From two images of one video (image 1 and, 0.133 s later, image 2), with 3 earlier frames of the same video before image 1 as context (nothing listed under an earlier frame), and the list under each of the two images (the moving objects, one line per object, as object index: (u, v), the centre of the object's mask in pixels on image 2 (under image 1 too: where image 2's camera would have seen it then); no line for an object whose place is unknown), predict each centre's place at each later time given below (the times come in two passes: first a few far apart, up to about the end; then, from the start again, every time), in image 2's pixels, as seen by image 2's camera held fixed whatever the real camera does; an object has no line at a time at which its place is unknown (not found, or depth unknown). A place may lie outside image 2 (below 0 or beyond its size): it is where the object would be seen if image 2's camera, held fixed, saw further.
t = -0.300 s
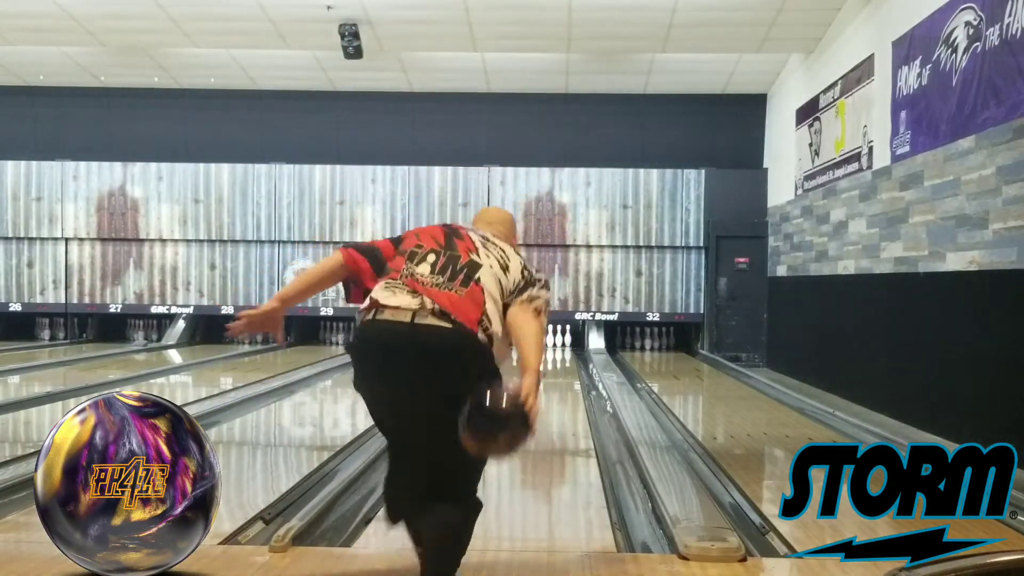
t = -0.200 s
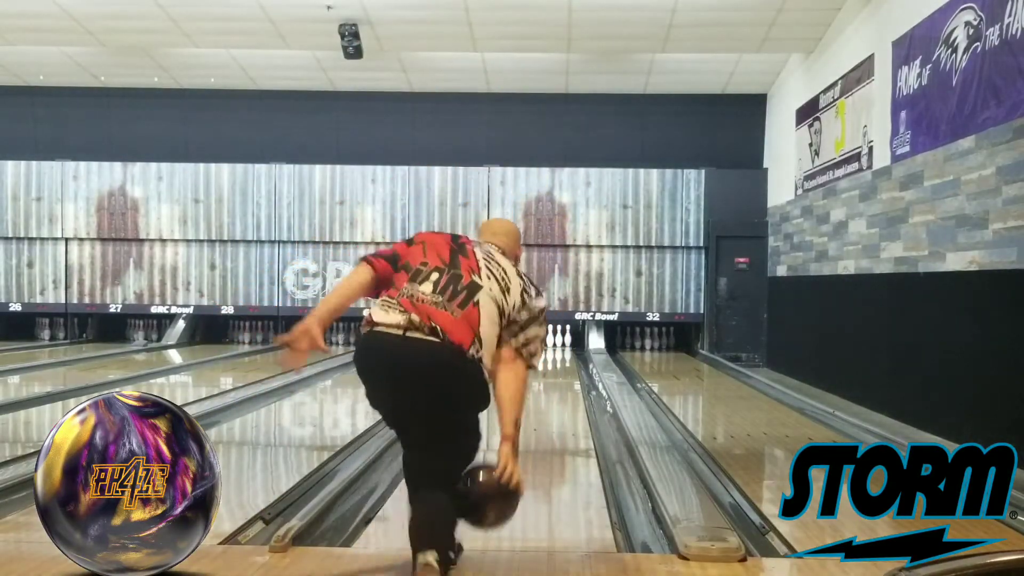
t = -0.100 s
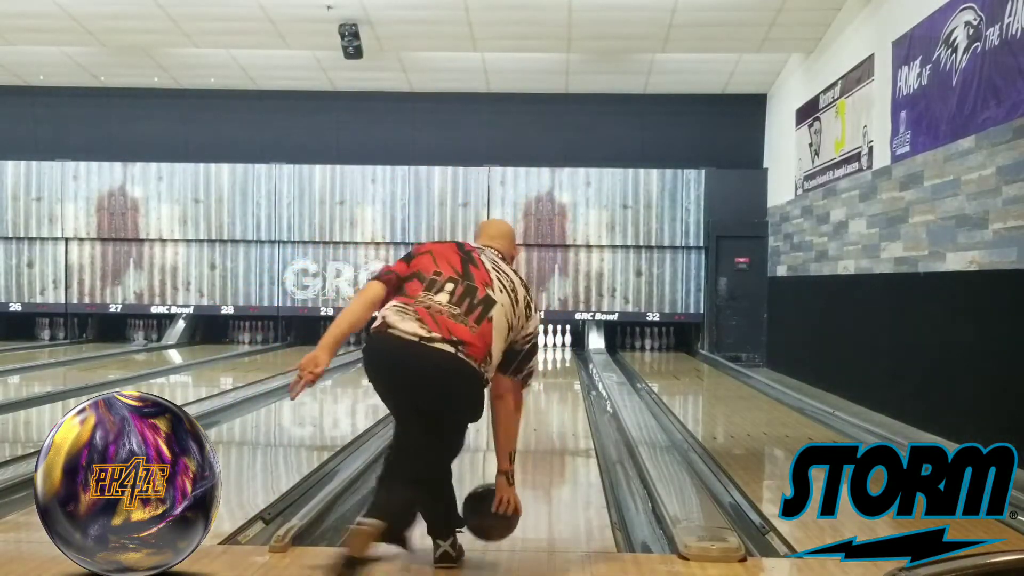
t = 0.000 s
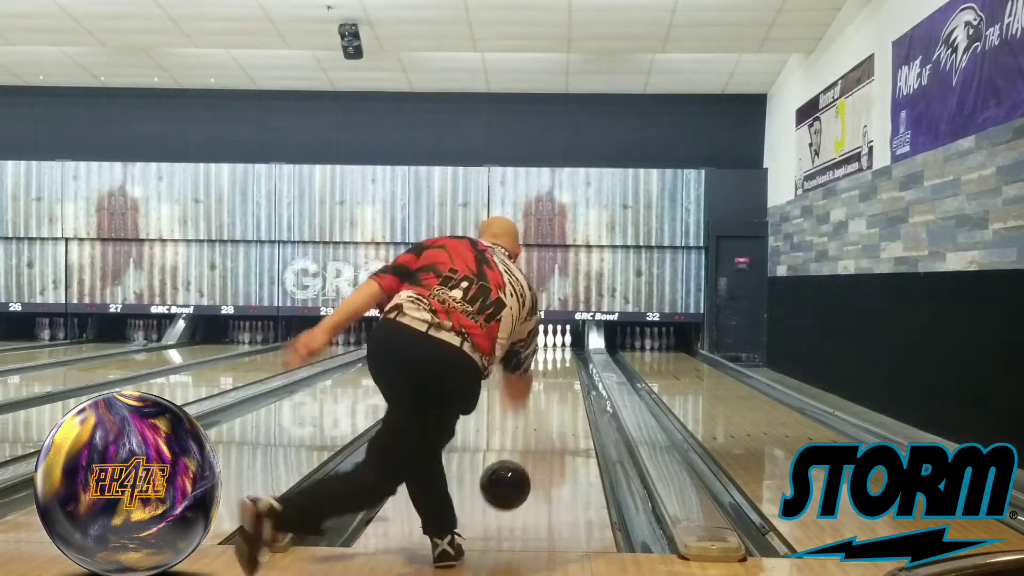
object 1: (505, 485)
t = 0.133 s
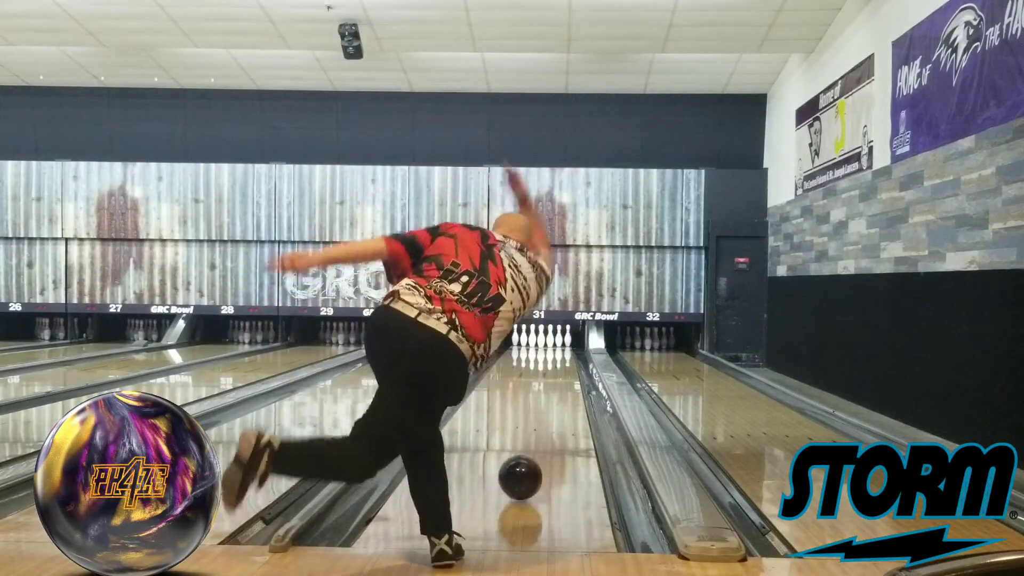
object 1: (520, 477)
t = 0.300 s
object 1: (534, 448)
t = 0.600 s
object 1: (550, 414)
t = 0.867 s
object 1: (558, 394)
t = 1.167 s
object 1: (564, 379)
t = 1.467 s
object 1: (566, 366)
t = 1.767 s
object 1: (566, 357)
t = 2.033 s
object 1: (562, 351)
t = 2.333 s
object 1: (554, 347)
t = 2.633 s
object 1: (547, 343)
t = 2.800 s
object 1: (546, 341)
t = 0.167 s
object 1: (524, 470)
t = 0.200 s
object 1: (527, 464)
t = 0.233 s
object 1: (529, 459)
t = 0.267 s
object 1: (532, 453)
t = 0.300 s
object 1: (534, 448)
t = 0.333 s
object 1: (536, 443)
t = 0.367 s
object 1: (538, 439)
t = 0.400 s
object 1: (540, 434)
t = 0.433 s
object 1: (542, 430)
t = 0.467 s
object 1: (544, 427)
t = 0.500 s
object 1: (545, 423)
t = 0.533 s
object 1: (547, 420)
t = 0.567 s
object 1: (548, 417)
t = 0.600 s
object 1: (550, 414)
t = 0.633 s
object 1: (551, 411)
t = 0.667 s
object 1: (552, 408)
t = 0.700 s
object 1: (553, 406)
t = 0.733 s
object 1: (554, 403)
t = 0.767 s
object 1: (555, 401)
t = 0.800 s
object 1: (556, 398)
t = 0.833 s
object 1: (557, 396)
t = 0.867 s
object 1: (558, 394)
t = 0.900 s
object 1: (559, 392)
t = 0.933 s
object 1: (560, 390)
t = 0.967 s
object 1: (561, 388)
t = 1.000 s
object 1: (561, 386)
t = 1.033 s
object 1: (561, 385)
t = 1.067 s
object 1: (562, 383)
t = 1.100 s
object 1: (562, 381)
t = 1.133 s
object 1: (563, 380)
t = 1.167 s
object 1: (564, 379)
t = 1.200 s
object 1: (564, 376)
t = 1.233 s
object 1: (565, 375)
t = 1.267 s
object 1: (564, 374)
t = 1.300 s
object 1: (565, 373)
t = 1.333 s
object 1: (566, 371)
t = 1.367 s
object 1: (566, 370)
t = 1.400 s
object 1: (566, 368)
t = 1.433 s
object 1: (566, 367)
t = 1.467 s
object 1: (566, 366)
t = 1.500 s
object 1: (566, 365)
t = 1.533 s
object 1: (567, 364)
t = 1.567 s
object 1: (566, 363)
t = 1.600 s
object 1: (567, 362)
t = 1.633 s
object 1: (566, 361)
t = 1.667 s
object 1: (566, 361)
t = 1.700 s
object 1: (566, 359)
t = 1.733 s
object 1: (566, 358)
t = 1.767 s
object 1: (566, 357)
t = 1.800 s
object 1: (565, 357)
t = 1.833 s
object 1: (565, 356)
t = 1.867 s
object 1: (565, 355)
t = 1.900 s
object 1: (564, 354)
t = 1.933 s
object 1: (563, 354)
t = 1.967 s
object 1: (563, 353)
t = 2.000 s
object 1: (563, 353)
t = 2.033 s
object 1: (562, 351)
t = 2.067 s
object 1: (561, 351)
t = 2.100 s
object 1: (561, 351)
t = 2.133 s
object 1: (560, 350)
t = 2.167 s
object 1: (559, 349)
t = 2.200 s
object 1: (558, 349)
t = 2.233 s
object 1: (558, 348)
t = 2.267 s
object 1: (557, 348)
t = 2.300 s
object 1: (556, 348)
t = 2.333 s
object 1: (554, 347)
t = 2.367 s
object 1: (553, 347)
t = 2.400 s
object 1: (552, 346)
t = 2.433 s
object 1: (551, 346)
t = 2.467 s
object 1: (550, 345)
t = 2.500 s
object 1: (550, 345)
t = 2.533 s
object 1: (549, 345)
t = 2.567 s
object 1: (548, 344)
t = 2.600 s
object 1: (548, 343)
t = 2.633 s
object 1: (547, 343)
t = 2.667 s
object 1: (546, 342)
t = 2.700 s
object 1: (547, 342)
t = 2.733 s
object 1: (546, 342)
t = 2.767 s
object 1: (546, 341)
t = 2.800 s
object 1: (546, 341)
